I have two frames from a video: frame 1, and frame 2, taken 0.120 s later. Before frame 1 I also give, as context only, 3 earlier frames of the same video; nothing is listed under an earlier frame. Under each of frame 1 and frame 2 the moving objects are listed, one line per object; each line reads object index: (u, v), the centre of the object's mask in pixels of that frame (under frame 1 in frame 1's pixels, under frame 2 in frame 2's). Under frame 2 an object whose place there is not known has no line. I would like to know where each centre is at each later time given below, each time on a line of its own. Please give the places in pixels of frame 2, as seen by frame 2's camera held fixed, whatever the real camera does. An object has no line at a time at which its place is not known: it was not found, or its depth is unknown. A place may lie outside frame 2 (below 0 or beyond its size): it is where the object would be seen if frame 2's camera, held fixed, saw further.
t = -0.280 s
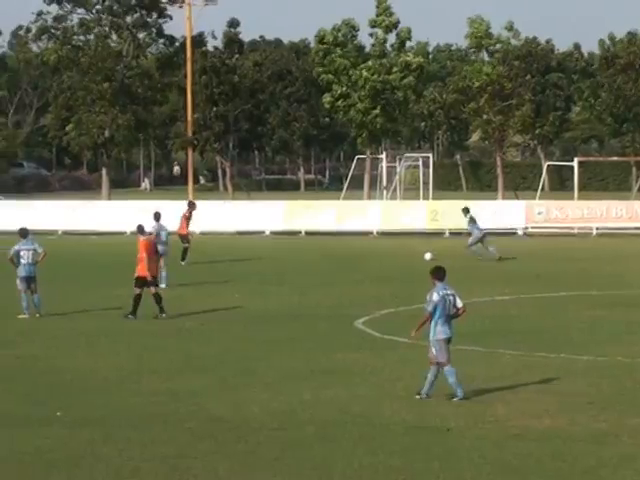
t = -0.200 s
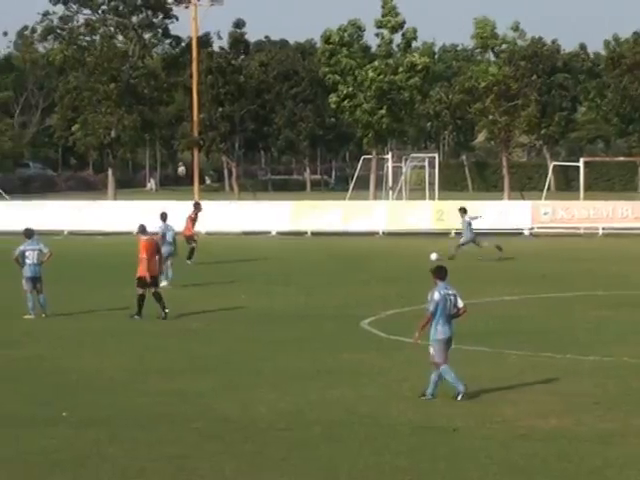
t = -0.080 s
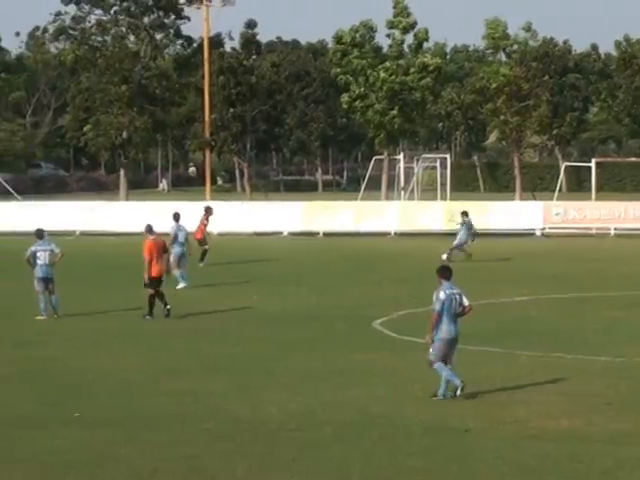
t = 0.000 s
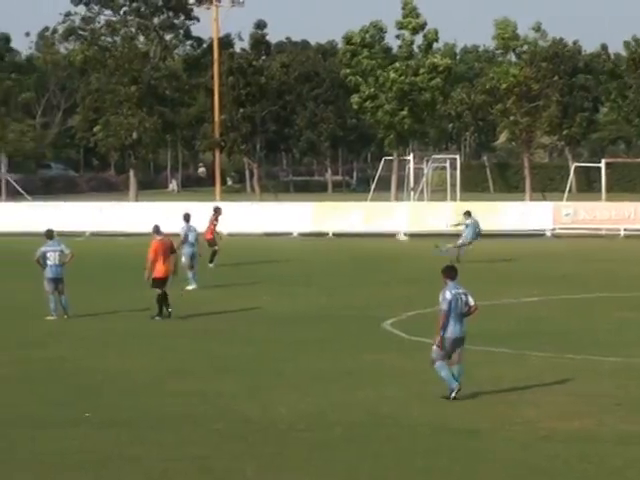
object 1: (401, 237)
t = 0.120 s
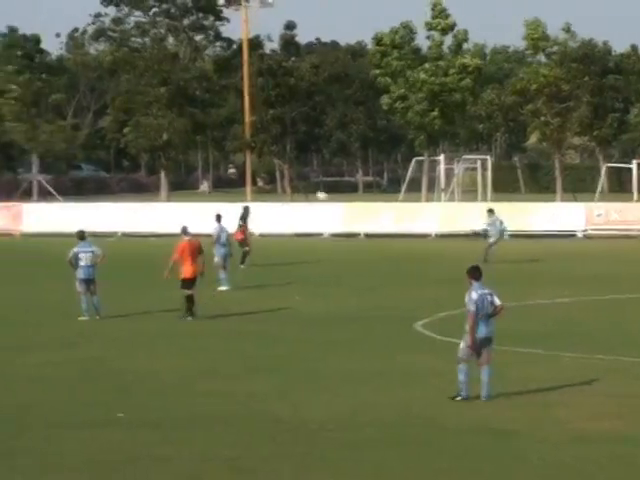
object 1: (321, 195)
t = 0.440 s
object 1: (40, 97)
